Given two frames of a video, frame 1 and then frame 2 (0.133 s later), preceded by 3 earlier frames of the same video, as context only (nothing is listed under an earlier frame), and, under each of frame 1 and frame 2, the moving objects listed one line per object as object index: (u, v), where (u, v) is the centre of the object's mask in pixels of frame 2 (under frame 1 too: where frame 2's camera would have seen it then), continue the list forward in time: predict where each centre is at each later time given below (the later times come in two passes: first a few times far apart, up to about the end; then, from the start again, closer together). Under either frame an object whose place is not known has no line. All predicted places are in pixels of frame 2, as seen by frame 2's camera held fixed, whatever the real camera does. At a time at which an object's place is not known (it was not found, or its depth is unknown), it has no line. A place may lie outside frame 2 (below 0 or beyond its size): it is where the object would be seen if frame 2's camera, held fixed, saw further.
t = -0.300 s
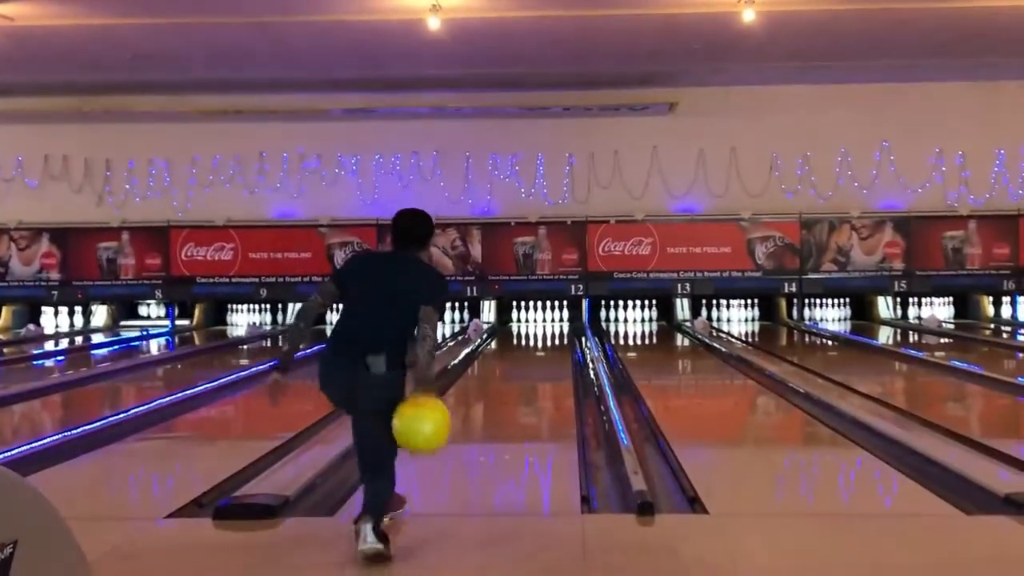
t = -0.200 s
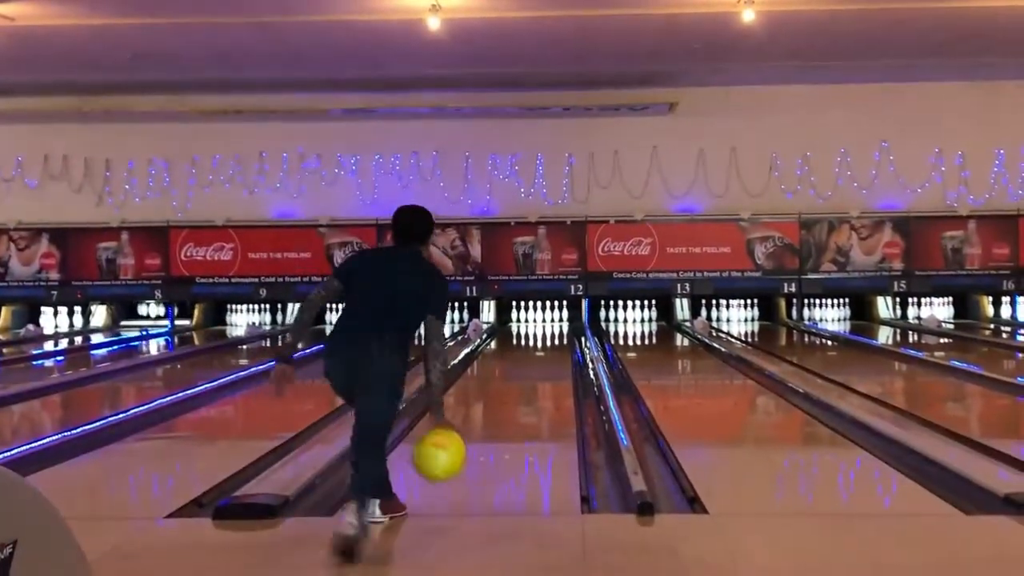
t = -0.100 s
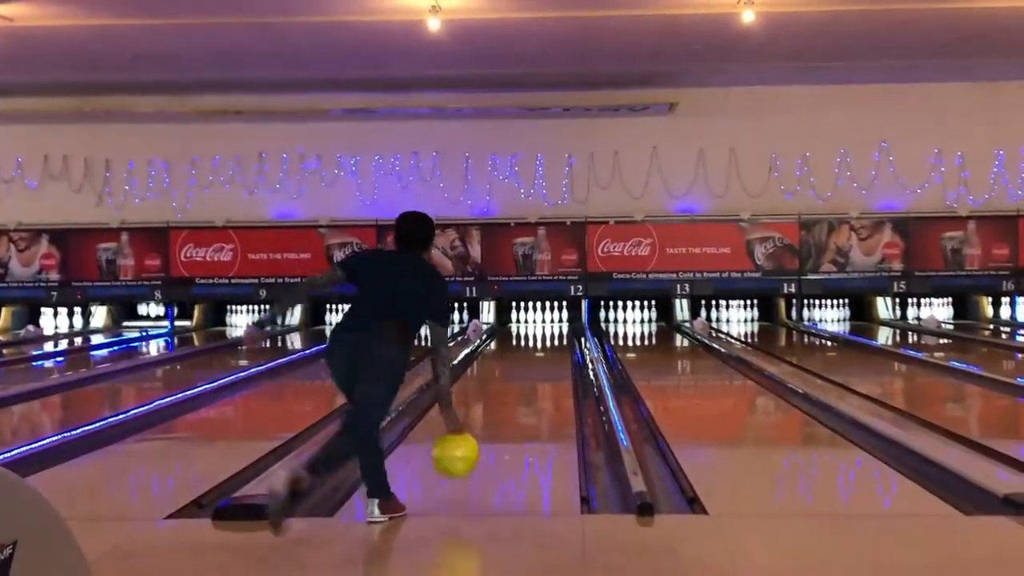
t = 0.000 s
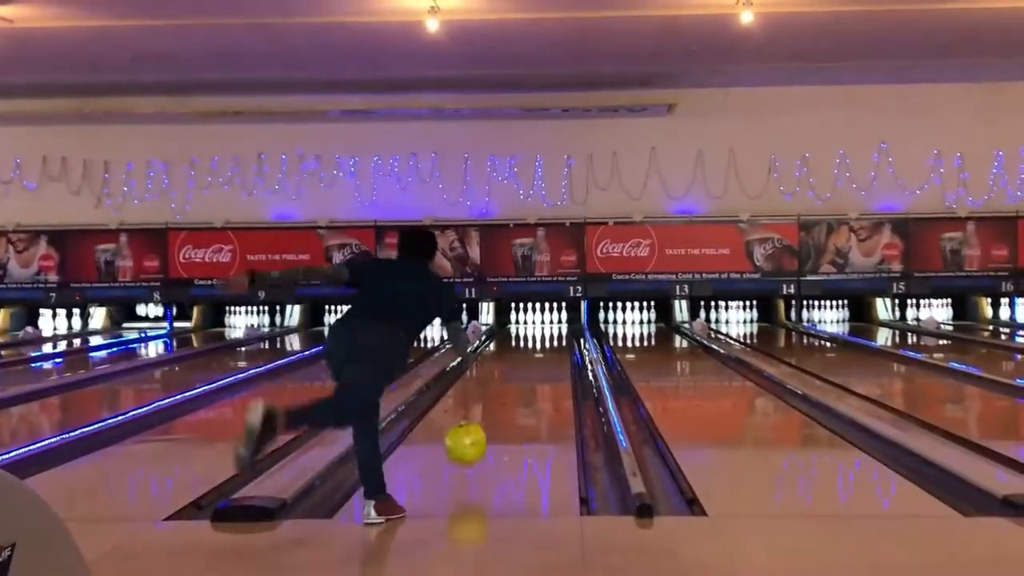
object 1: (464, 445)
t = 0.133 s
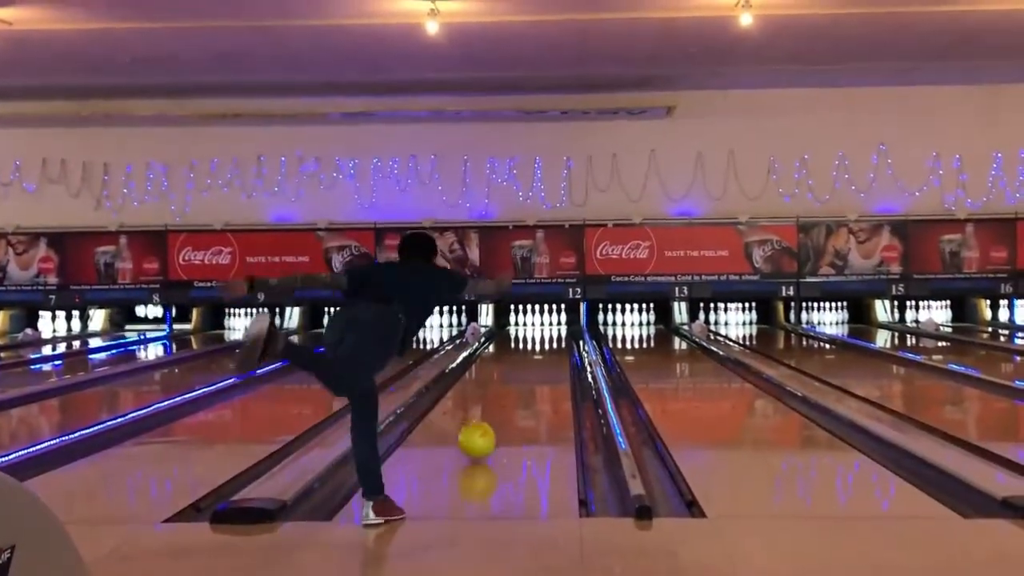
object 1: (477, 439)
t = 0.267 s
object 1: (486, 421)
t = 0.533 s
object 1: (498, 395)
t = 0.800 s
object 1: (506, 377)
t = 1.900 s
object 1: (522, 339)
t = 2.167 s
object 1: (524, 333)
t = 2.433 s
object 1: (525, 328)
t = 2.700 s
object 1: (524, 323)
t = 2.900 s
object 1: (515, 321)
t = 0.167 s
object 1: (479, 435)
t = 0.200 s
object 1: (482, 431)
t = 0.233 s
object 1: (484, 426)
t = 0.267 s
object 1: (486, 421)
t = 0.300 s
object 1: (488, 417)
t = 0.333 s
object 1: (490, 413)
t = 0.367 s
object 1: (491, 410)
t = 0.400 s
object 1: (493, 406)
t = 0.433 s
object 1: (494, 404)
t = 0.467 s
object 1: (495, 401)
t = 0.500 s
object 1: (497, 398)
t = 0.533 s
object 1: (498, 395)
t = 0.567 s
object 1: (499, 392)
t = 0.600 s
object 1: (500, 389)
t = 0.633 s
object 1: (501, 387)
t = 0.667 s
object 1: (502, 385)
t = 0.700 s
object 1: (504, 383)
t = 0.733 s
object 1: (504, 381)
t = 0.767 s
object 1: (506, 379)
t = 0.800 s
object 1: (506, 377)
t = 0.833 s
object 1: (508, 375)
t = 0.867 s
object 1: (509, 373)
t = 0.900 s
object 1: (509, 371)
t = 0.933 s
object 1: (510, 370)
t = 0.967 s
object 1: (511, 368)
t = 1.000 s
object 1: (512, 366)
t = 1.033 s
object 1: (512, 365)
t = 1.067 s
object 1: (513, 363)
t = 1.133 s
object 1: (514, 360)
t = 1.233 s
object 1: (516, 357)
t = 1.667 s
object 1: (521, 345)
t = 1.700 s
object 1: (522, 343)
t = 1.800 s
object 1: (522, 340)
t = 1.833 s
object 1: (522, 339)
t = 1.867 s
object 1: (522, 339)
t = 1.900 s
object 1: (522, 339)
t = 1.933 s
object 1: (522, 338)
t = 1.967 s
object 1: (523, 338)
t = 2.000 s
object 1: (523, 337)
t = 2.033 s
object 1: (523, 335)
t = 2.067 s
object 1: (523, 335)
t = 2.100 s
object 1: (524, 334)
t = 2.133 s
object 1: (524, 333)
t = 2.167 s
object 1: (524, 333)
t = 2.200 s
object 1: (524, 332)
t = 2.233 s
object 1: (525, 331)
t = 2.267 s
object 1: (525, 330)
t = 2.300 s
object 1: (525, 330)
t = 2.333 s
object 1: (525, 329)
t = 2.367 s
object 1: (525, 329)
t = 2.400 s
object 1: (525, 329)
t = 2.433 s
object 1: (525, 328)
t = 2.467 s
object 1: (525, 328)
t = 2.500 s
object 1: (525, 327)
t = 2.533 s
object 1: (525, 327)
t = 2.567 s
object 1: (525, 327)
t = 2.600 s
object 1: (525, 326)
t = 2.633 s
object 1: (526, 325)
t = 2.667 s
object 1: (525, 324)
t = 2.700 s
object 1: (524, 323)
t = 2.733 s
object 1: (522, 322)
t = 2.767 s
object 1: (521, 322)
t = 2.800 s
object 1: (519, 321)
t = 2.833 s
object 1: (517, 321)
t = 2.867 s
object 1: (516, 322)
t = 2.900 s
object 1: (515, 321)
